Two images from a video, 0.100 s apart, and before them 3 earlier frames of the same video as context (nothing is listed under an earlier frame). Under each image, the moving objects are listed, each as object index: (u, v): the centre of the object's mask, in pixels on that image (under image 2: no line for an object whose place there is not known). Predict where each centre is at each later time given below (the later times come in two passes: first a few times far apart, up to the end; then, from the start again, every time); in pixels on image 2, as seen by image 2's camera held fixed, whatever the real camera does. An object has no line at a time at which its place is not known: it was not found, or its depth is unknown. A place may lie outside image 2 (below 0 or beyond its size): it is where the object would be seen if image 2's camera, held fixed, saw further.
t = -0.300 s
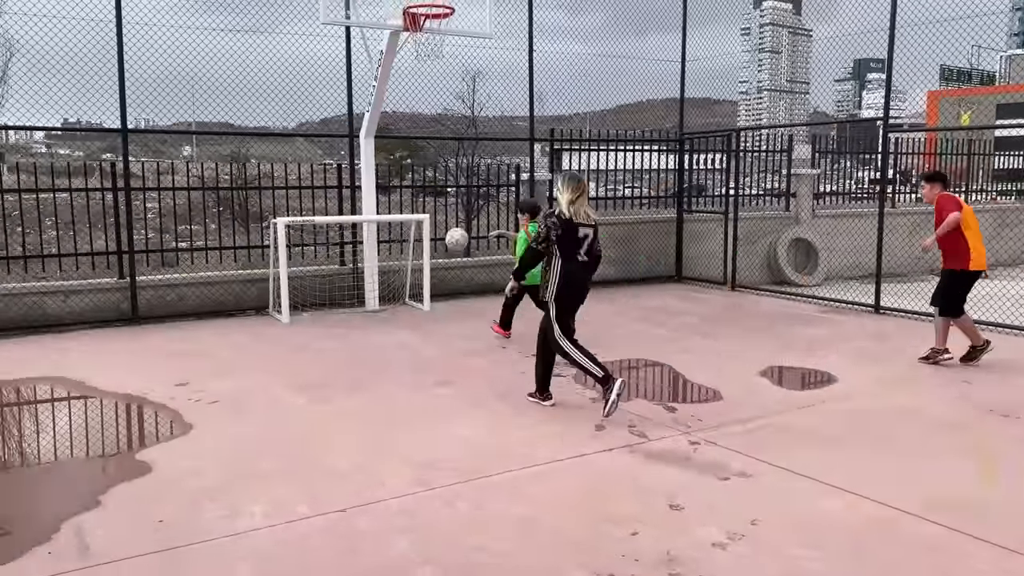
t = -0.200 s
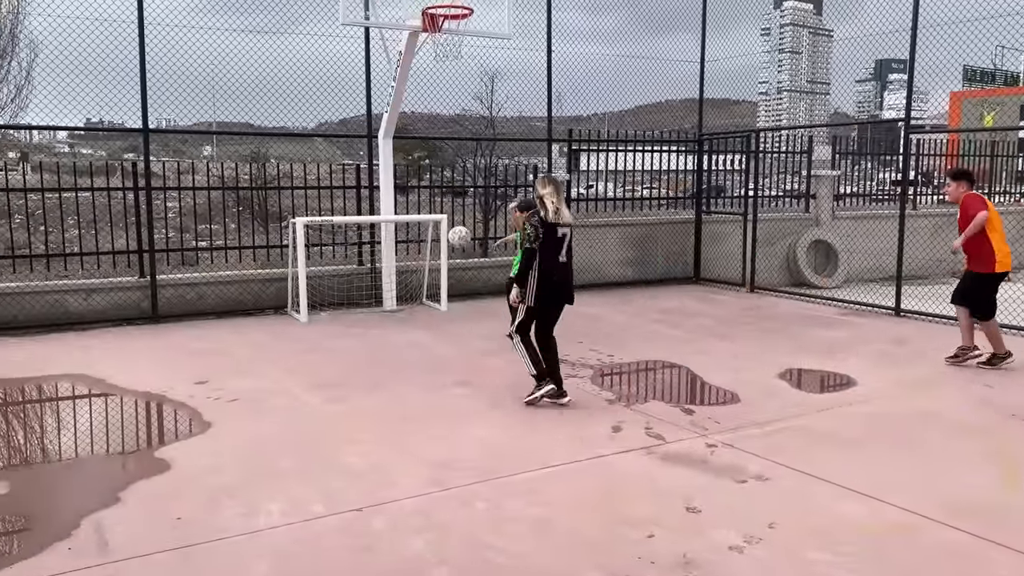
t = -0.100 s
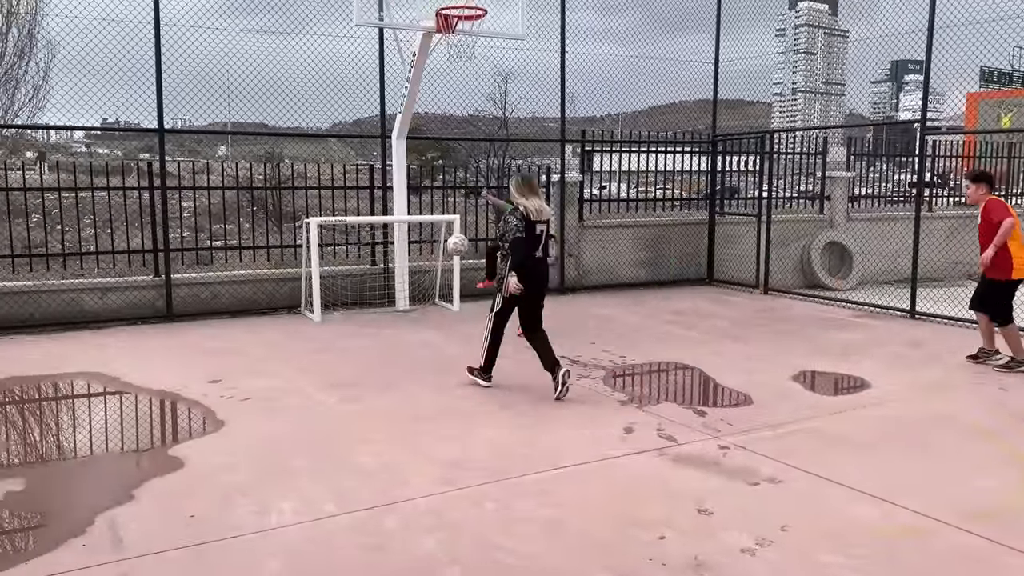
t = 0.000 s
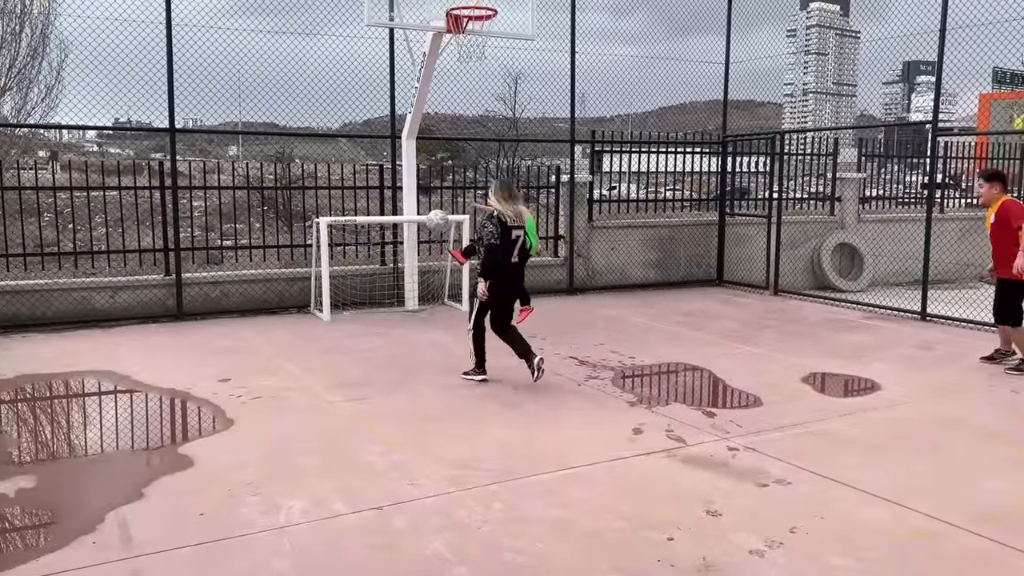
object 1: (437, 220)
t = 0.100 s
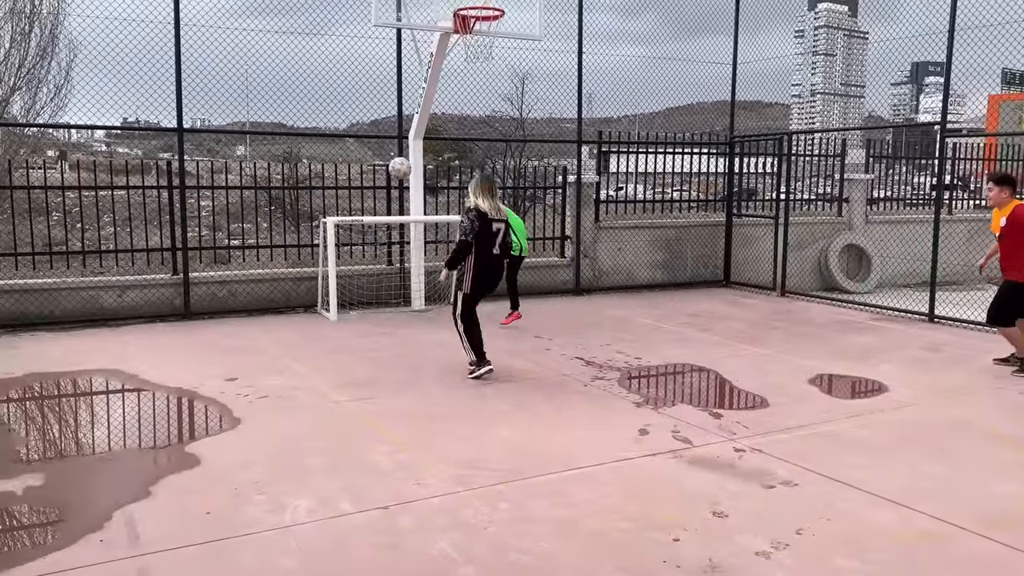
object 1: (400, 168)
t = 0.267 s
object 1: (326, 101)
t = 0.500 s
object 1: (221, 53)
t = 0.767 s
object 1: (102, 72)
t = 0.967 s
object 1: (17, 132)
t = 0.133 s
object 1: (385, 153)
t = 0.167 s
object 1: (370, 138)
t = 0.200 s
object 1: (356, 123)
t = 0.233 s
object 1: (341, 112)
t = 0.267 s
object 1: (326, 101)
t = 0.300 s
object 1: (310, 91)
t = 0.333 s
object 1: (295, 82)
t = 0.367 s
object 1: (281, 74)
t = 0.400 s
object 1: (266, 68)
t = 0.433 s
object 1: (251, 61)
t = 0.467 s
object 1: (236, 58)
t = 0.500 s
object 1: (221, 53)
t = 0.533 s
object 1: (206, 52)
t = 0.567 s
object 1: (190, 50)
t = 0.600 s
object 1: (177, 50)
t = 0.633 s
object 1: (162, 53)
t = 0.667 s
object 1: (146, 56)
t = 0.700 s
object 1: (131, 59)
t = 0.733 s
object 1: (116, 64)
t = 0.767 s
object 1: (102, 72)
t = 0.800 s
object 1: (87, 79)
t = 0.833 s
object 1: (73, 86)
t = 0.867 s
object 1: (58, 96)
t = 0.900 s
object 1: (44, 108)
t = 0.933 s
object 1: (31, 120)
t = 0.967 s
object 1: (17, 132)
